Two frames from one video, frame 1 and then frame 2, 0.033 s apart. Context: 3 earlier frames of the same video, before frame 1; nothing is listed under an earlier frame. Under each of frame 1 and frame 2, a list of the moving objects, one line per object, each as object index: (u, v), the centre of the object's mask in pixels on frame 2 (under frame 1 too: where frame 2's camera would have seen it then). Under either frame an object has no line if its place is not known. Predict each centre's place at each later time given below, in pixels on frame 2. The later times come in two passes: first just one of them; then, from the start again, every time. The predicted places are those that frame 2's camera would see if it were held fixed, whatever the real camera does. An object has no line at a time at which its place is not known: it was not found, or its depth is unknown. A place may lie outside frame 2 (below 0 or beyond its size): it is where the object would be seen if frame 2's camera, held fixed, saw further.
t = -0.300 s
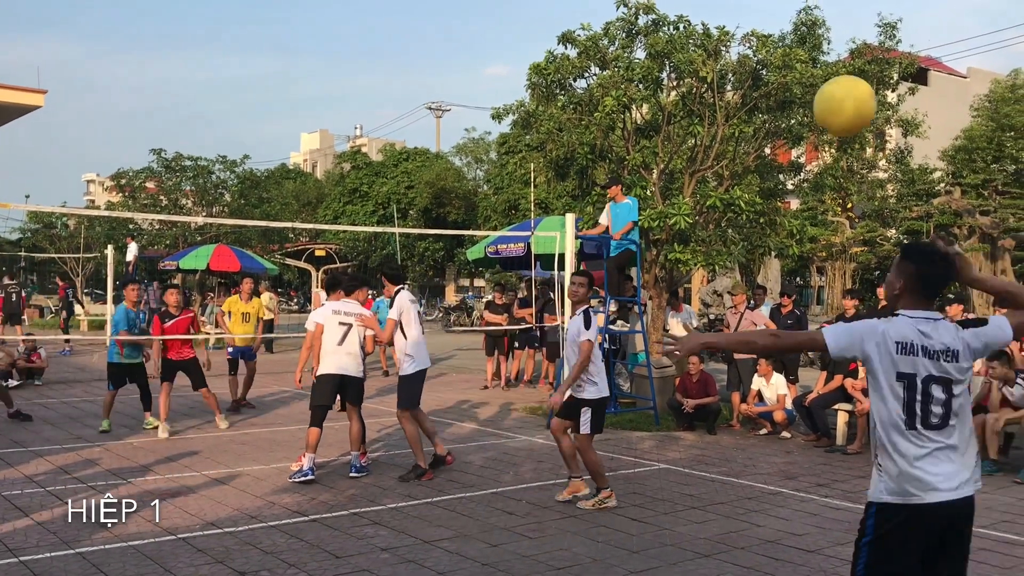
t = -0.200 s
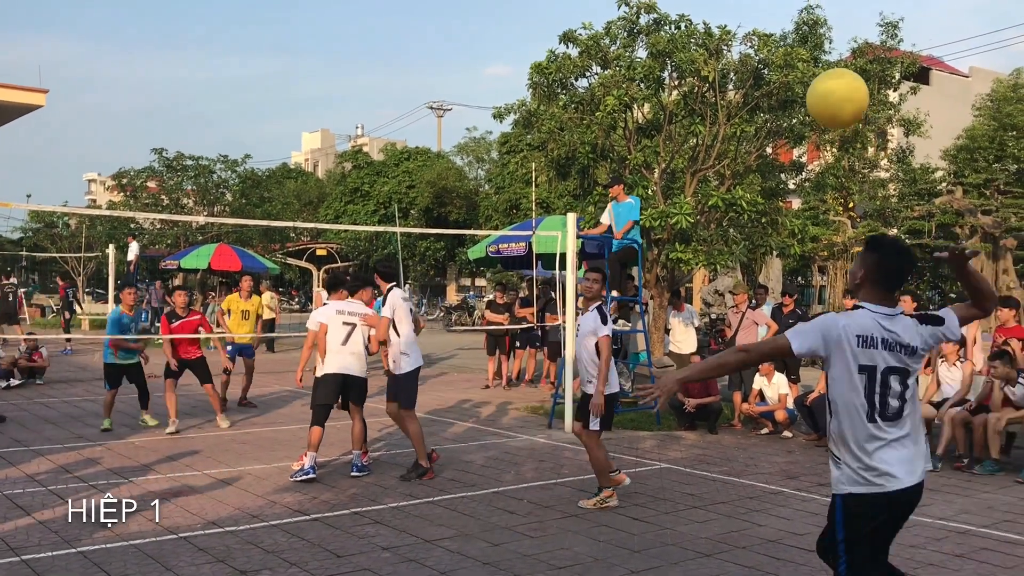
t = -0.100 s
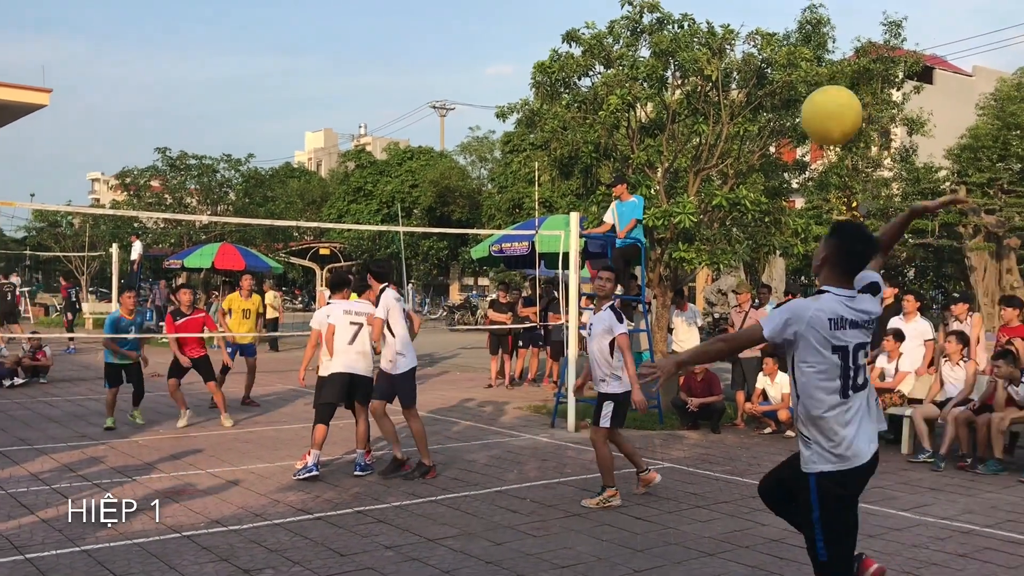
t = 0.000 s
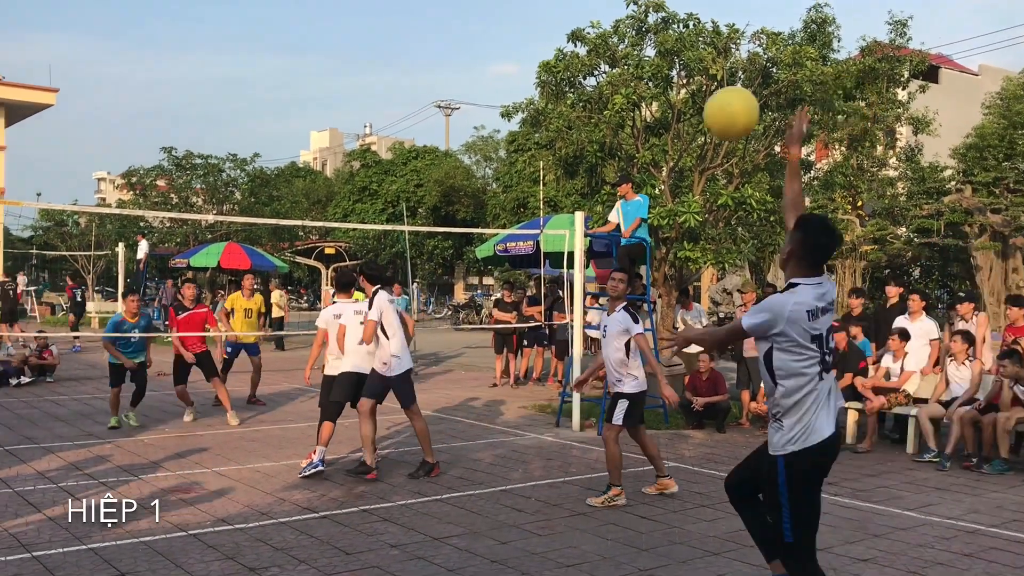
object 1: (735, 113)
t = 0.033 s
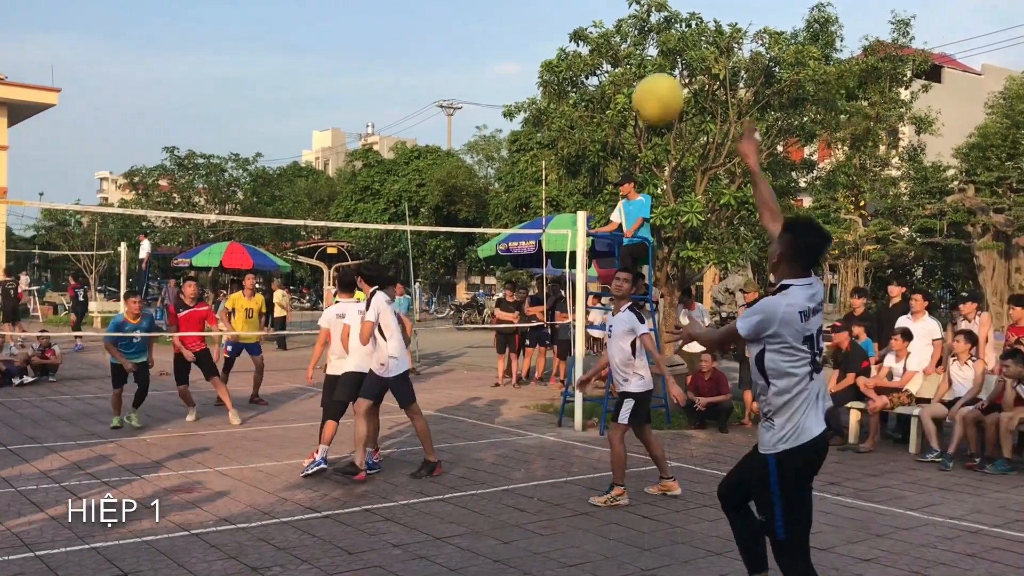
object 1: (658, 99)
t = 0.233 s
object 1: (351, 70)
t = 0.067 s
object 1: (591, 89)
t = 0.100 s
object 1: (532, 81)
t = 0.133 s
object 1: (479, 75)
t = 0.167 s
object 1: (432, 71)
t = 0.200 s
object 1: (389, 70)
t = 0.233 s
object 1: (351, 70)
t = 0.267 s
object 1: (315, 72)
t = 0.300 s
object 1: (282, 75)
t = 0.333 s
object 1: (252, 80)
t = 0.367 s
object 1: (224, 86)
